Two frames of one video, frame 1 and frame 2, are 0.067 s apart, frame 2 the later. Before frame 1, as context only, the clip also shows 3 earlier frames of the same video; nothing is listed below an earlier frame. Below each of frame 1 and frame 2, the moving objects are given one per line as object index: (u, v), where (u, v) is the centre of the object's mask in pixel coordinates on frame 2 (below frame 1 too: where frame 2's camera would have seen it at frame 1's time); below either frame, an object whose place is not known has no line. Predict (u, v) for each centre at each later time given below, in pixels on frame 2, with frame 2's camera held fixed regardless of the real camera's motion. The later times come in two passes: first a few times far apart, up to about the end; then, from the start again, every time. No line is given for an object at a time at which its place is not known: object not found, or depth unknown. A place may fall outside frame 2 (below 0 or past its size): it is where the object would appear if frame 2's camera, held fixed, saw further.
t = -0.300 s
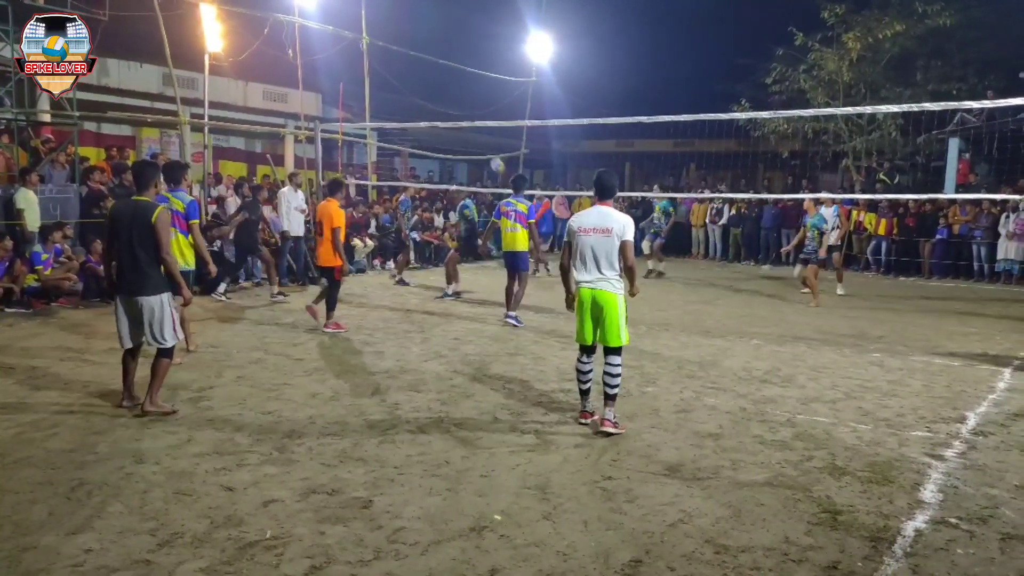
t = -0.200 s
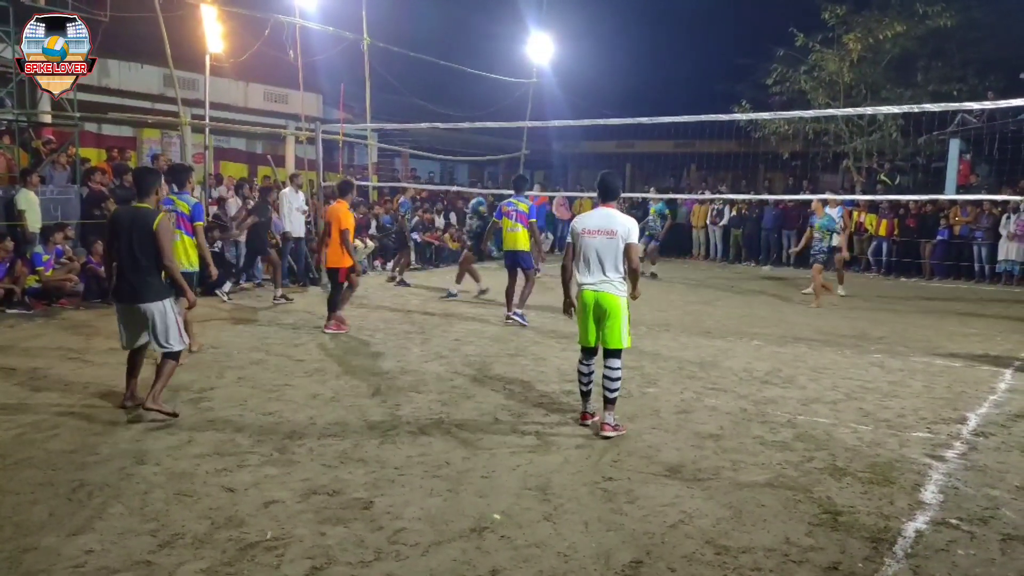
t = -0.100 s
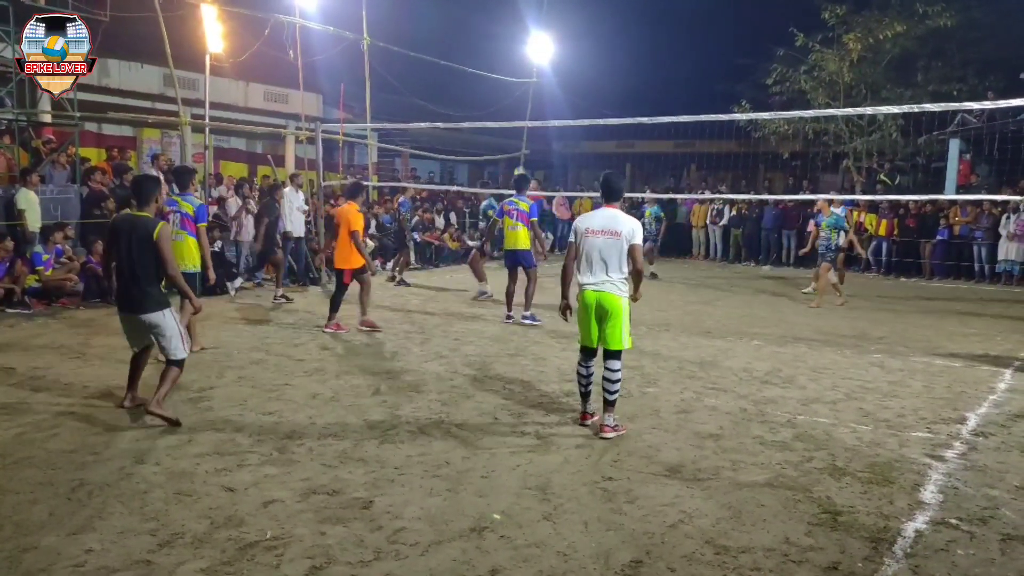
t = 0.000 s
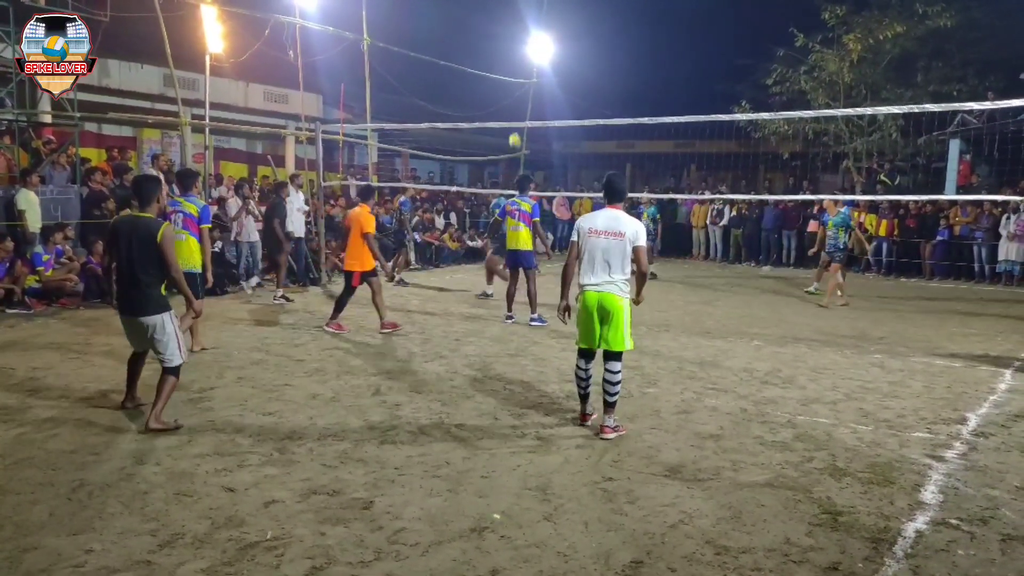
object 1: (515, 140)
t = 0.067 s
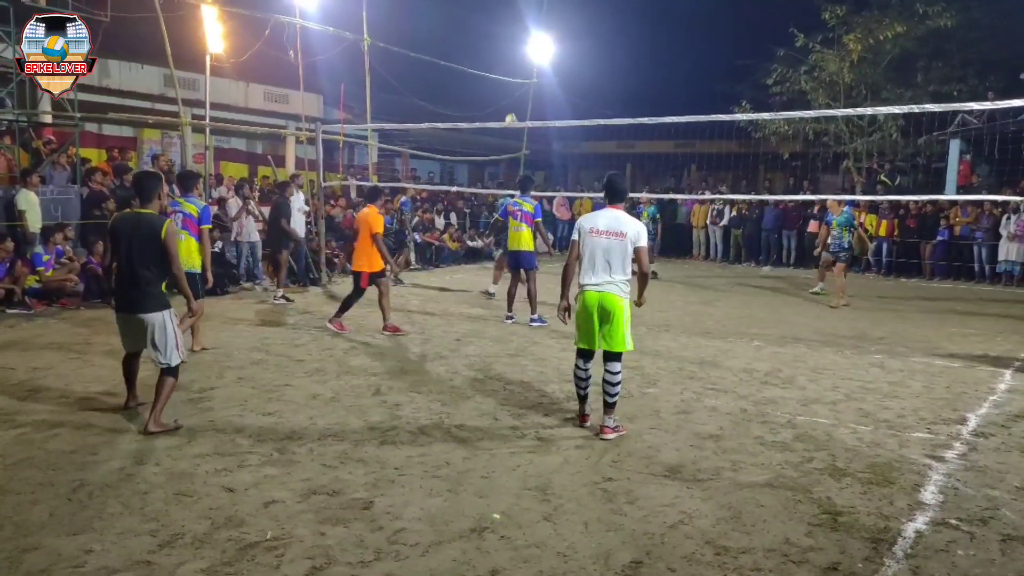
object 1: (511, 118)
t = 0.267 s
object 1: (500, 73)
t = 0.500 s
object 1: (485, 44)
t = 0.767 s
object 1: (466, 51)
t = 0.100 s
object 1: (509, 111)
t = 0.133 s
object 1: (507, 103)
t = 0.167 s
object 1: (505, 95)
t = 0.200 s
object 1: (503, 87)
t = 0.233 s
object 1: (501, 80)
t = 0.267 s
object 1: (500, 73)
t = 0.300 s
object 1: (498, 67)
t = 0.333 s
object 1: (496, 62)
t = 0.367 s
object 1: (493, 57)
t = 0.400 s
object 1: (491, 53)
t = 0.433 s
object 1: (489, 50)
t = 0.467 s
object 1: (487, 46)
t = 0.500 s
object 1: (485, 44)
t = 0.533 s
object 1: (482, 42)
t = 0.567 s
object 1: (480, 42)
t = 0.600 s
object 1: (478, 42)
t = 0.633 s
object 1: (476, 42)
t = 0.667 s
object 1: (473, 43)
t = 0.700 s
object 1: (471, 45)
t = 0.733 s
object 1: (468, 48)
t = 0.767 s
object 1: (466, 51)
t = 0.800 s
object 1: (463, 55)
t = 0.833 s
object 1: (460, 60)
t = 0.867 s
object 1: (457, 66)
